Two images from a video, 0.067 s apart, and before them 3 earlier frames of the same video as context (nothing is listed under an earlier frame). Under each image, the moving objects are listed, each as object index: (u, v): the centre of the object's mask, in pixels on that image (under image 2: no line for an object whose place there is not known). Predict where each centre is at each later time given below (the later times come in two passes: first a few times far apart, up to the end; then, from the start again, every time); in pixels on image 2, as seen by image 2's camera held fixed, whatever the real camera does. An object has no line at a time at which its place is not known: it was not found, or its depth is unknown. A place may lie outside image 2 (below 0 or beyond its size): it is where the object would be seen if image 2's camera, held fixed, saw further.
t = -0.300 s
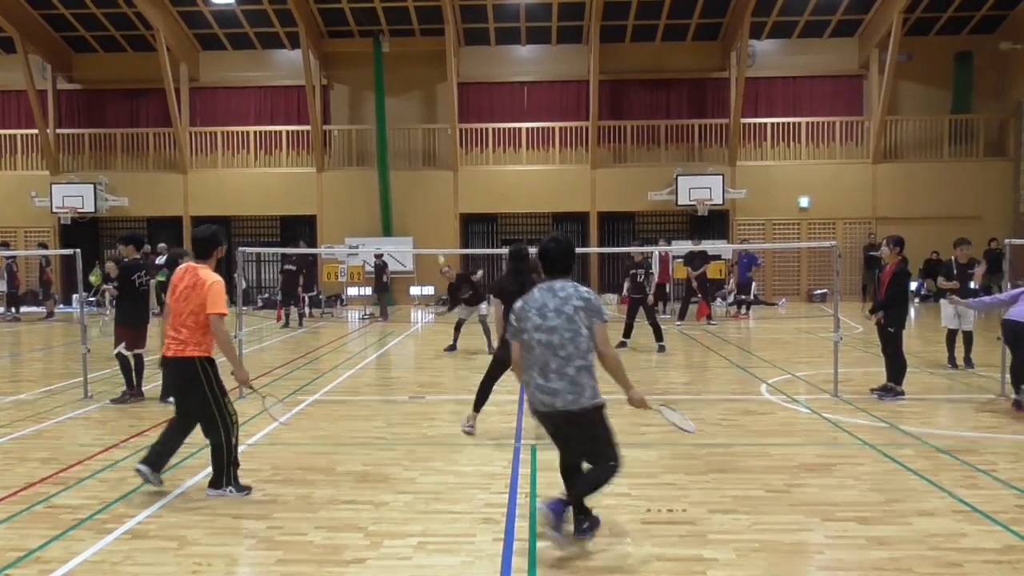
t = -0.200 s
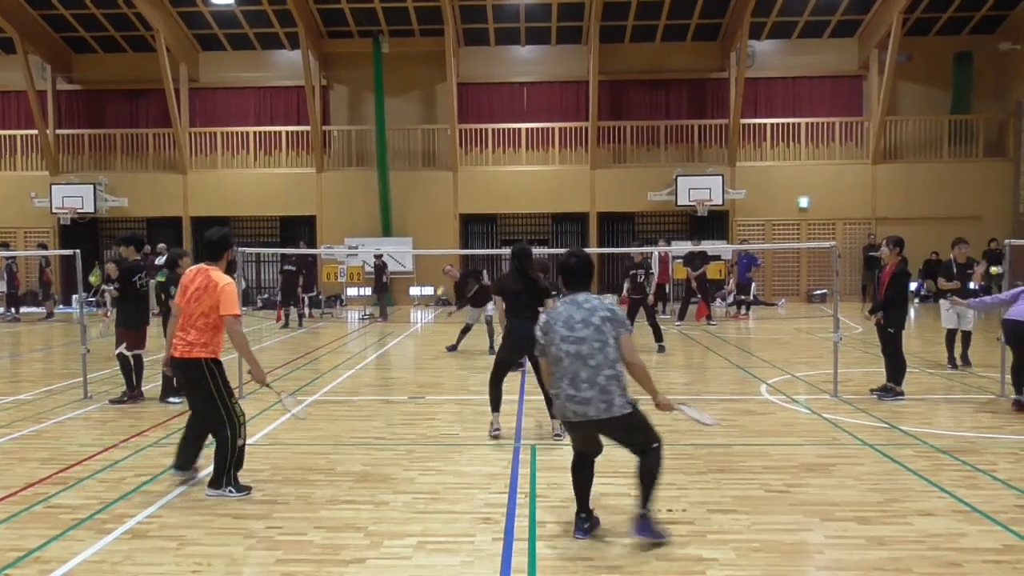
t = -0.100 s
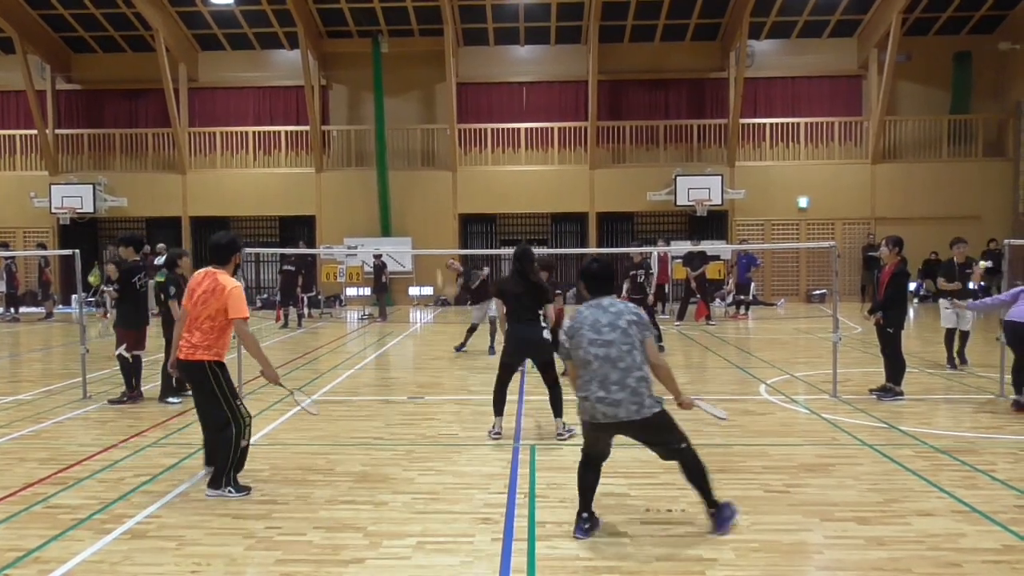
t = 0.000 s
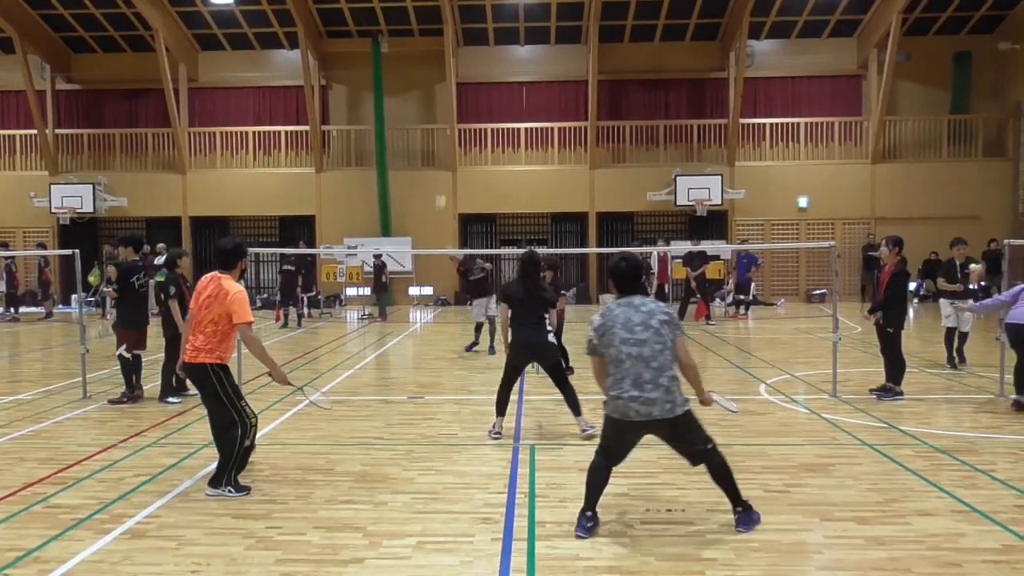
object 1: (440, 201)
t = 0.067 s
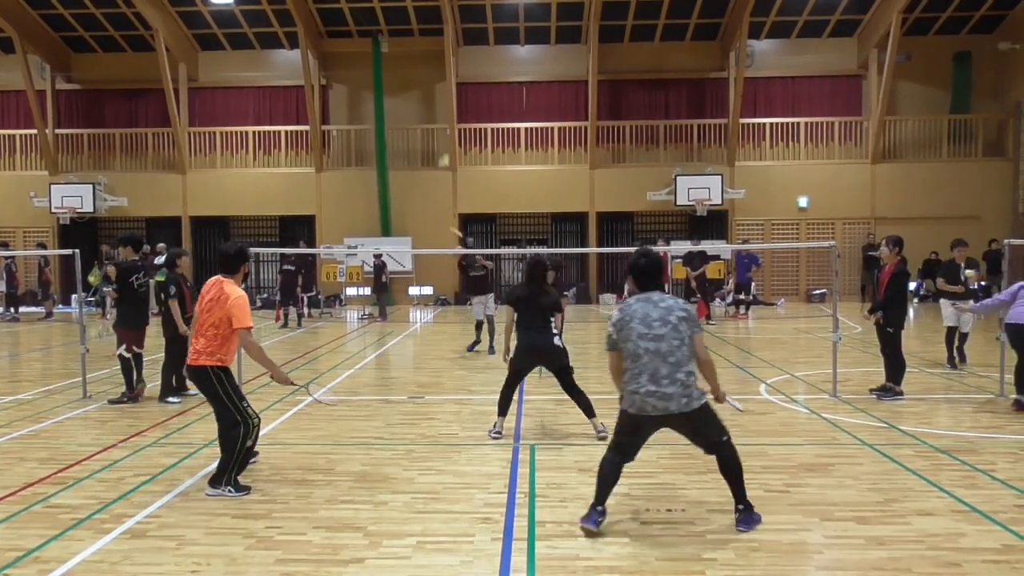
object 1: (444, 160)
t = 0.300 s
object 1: (453, 58)
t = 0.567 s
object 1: (461, 24)
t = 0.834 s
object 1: (472, 91)
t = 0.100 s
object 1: (446, 143)
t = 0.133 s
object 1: (448, 126)
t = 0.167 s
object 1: (449, 110)
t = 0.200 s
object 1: (450, 95)
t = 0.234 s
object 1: (449, 83)
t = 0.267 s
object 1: (450, 71)
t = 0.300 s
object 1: (453, 58)
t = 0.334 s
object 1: (454, 50)
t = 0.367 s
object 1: (455, 42)
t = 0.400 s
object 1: (457, 35)
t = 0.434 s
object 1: (458, 30)
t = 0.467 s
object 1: (459, 25)
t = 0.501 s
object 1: (460, 23)
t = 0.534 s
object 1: (462, 22)
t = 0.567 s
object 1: (461, 24)
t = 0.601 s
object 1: (463, 26)
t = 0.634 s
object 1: (463, 32)
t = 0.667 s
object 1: (464, 38)
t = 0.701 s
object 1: (466, 45)
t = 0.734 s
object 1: (467, 55)
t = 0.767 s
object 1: (469, 66)
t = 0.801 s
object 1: (470, 79)
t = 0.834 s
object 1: (472, 91)
